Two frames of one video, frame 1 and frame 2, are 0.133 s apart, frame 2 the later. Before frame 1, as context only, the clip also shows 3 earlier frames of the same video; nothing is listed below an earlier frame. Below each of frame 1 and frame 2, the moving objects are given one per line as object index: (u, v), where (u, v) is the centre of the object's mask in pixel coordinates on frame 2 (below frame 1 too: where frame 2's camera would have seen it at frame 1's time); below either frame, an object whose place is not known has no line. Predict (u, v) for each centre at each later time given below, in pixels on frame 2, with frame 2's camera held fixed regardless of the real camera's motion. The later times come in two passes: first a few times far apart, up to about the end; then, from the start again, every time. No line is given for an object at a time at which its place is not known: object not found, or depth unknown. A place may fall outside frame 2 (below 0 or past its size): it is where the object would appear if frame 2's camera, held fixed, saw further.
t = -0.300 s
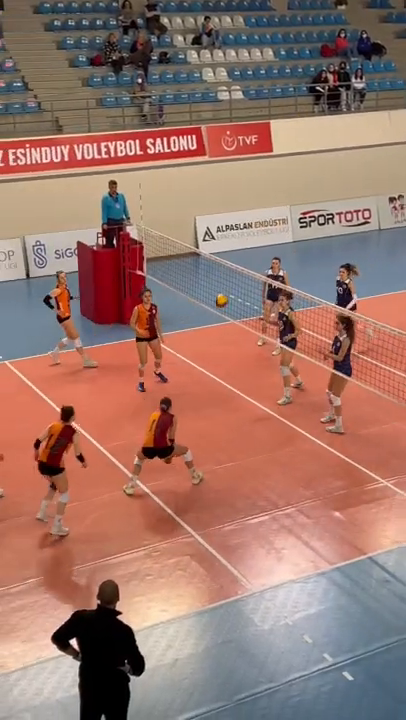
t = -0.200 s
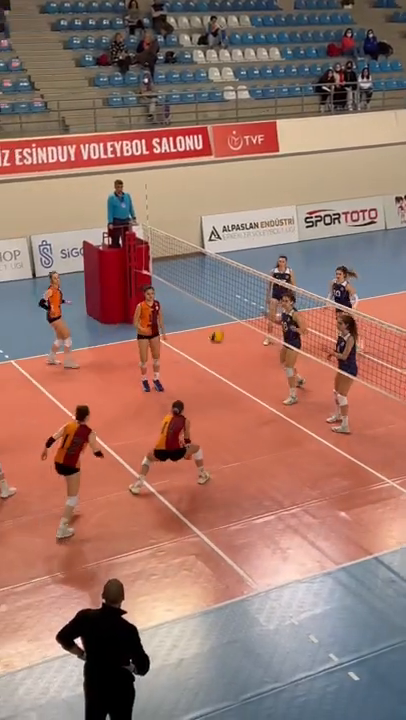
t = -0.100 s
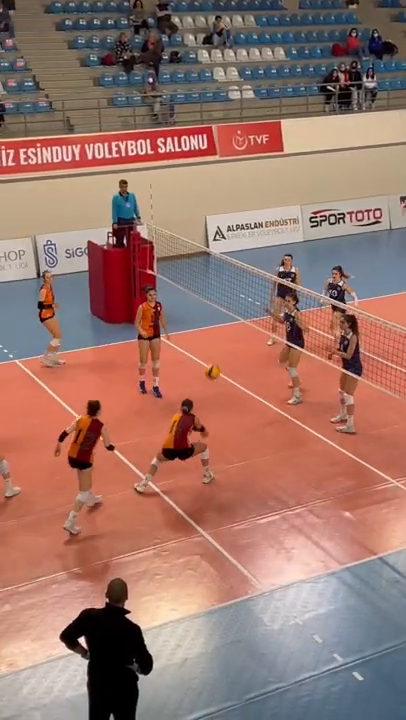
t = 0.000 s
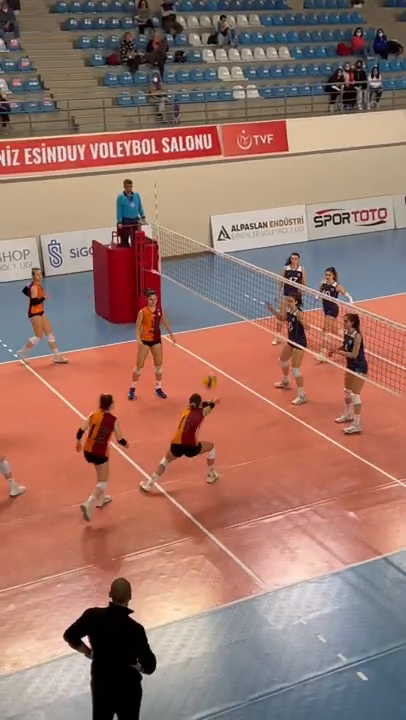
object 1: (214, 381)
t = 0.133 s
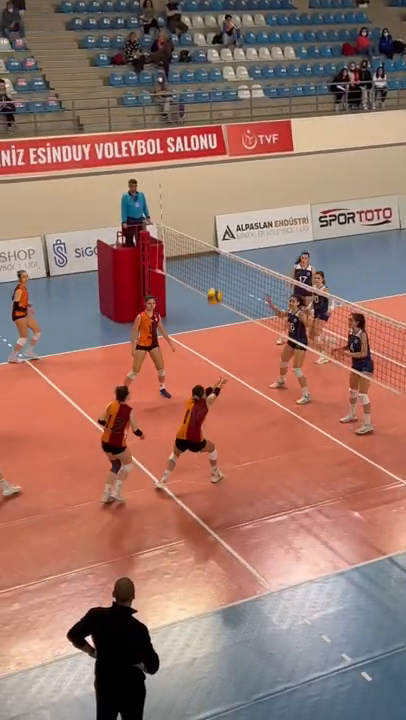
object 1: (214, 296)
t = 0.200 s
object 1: (214, 257)
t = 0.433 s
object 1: (215, 143)
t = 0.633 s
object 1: (213, 74)
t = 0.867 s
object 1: (213, 35)
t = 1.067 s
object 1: (212, 37)
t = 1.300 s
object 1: (212, 82)
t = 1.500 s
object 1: (213, 154)
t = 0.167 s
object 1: (214, 276)
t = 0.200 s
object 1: (214, 257)
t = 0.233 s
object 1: (214, 239)
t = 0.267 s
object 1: (214, 221)
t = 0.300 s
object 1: (215, 204)
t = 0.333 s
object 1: (214, 187)
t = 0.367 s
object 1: (213, 172)
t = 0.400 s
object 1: (214, 156)
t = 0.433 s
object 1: (215, 143)
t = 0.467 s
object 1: (214, 129)
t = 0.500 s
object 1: (215, 116)
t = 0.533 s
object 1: (214, 104)
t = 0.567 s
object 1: (213, 94)
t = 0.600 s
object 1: (213, 84)
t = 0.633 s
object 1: (213, 74)
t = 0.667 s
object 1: (214, 67)
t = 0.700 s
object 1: (213, 58)
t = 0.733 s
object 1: (213, 52)
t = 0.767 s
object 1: (212, 46)
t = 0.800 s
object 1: (213, 39)
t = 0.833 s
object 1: (213, 36)
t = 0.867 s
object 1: (213, 35)
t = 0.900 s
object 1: (212, 32)
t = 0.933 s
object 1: (212, 32)
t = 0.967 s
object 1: (212, 32)
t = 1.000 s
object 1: (212, 33)
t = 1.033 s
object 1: (212, 35)
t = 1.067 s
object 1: (212, 37)
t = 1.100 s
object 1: (213, 41)
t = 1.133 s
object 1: (212, 46)
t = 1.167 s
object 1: (212, 51)
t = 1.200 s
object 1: (212, 57)
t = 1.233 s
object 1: (213, 66)
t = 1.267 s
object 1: (213, 73)
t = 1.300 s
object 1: (212, 82)
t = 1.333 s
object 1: (213, 93)
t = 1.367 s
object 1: (213, 103)
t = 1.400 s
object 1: (212, 114)
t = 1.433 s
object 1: (213, 127)
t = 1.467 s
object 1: (213, 139)
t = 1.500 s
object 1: (213, 154)
